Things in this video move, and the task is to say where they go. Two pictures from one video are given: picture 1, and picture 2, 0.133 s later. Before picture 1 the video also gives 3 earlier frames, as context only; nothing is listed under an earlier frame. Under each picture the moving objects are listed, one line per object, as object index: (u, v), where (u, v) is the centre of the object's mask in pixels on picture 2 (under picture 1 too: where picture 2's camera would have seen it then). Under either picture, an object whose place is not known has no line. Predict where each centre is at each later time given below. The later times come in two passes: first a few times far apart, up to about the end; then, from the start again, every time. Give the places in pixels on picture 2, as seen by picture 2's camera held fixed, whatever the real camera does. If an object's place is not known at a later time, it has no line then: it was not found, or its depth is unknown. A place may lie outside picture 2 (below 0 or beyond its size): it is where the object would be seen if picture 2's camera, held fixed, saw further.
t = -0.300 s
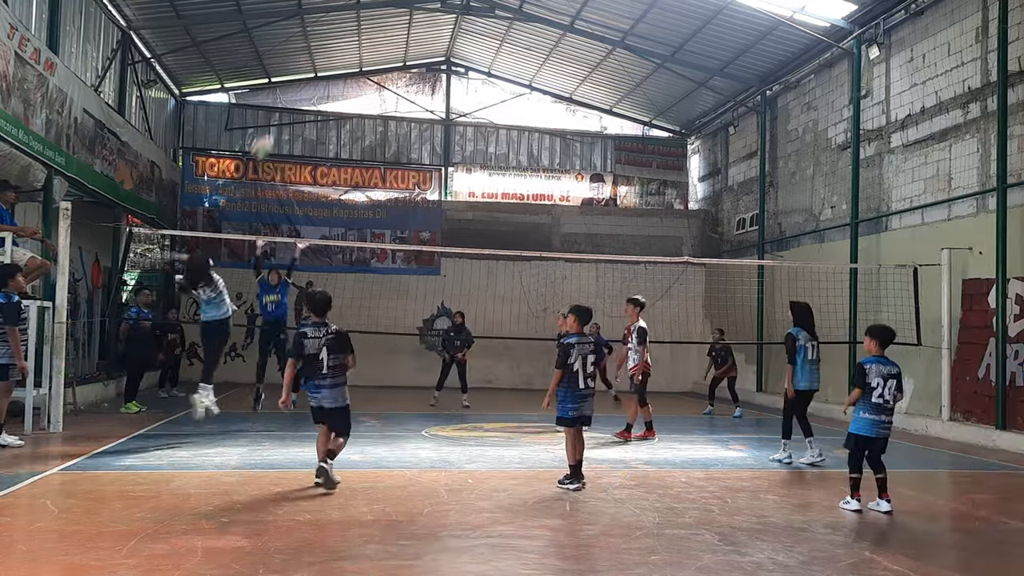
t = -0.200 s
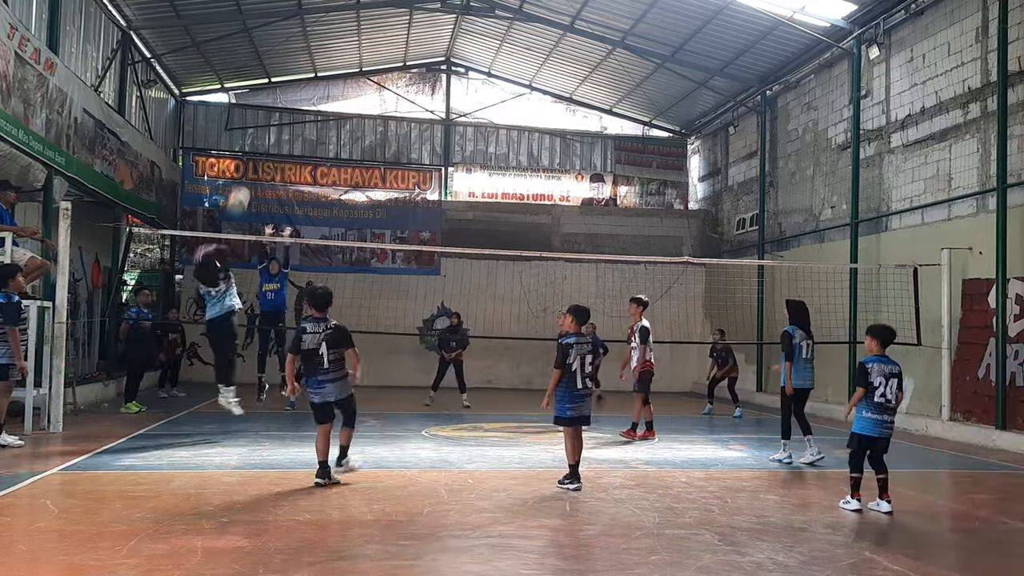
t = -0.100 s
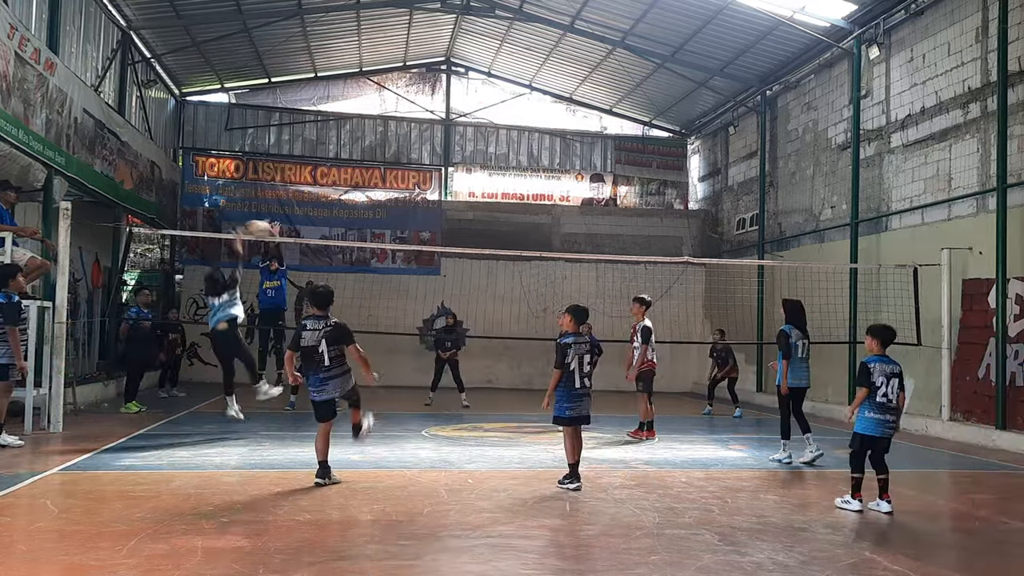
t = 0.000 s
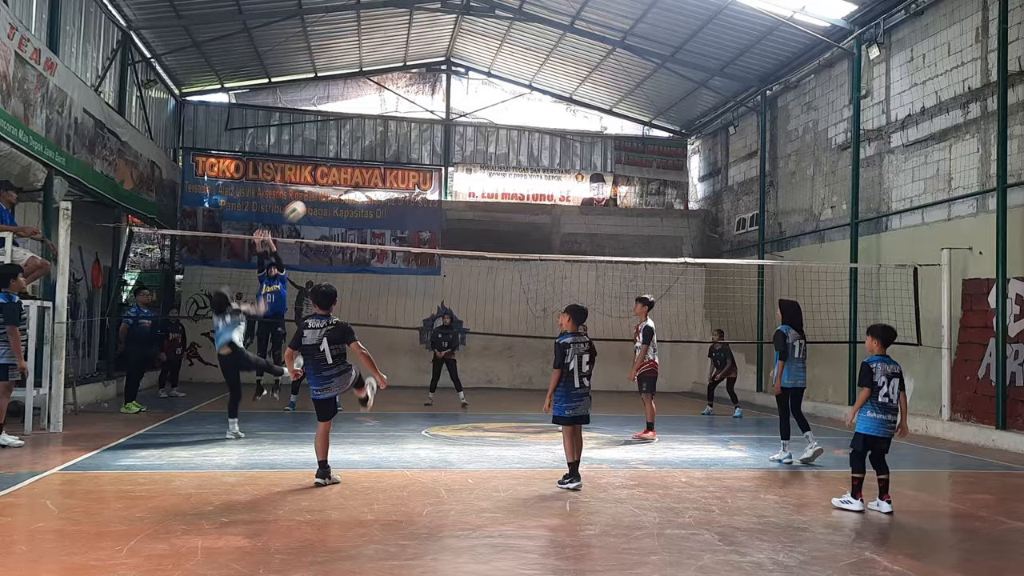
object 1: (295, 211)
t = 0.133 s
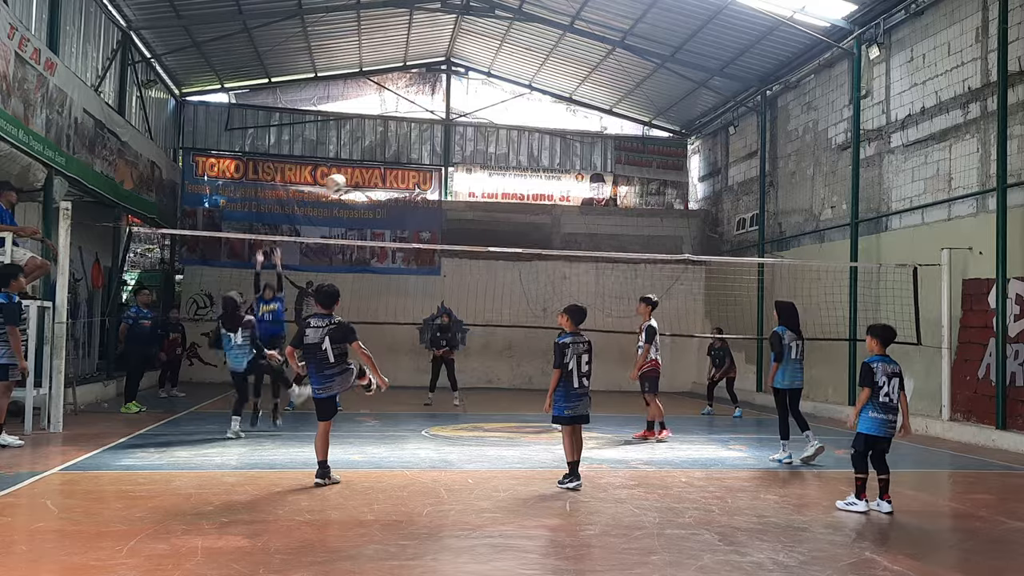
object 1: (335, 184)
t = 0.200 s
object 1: (355, 176)
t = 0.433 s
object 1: (419, 175)
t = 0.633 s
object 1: (471, 211)
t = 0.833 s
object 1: (506, 257)
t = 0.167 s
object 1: (345, 179)
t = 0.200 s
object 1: (355, 176)
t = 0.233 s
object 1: (364, 172)
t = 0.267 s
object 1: (373, 170)
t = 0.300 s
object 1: (383, 169)
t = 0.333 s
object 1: (392, 170)
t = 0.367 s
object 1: (401, 170)
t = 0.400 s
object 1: (411, 173)
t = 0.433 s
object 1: (419, 175)
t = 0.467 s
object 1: (429, 178)
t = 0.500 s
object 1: (437, 183)
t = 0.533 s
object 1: (445, 189)
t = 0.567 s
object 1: (454, 198)
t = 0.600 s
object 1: (464, 206)
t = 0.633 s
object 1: (471, 211)
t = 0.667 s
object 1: (480, 221)
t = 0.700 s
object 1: (488, 231)
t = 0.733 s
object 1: (496, 240)
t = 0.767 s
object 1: (500, 247)
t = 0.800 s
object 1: (504, 250)
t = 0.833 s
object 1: (506, 257)
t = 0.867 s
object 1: (510, 265)
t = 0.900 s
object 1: (513, 272)
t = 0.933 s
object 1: (515, 280)
